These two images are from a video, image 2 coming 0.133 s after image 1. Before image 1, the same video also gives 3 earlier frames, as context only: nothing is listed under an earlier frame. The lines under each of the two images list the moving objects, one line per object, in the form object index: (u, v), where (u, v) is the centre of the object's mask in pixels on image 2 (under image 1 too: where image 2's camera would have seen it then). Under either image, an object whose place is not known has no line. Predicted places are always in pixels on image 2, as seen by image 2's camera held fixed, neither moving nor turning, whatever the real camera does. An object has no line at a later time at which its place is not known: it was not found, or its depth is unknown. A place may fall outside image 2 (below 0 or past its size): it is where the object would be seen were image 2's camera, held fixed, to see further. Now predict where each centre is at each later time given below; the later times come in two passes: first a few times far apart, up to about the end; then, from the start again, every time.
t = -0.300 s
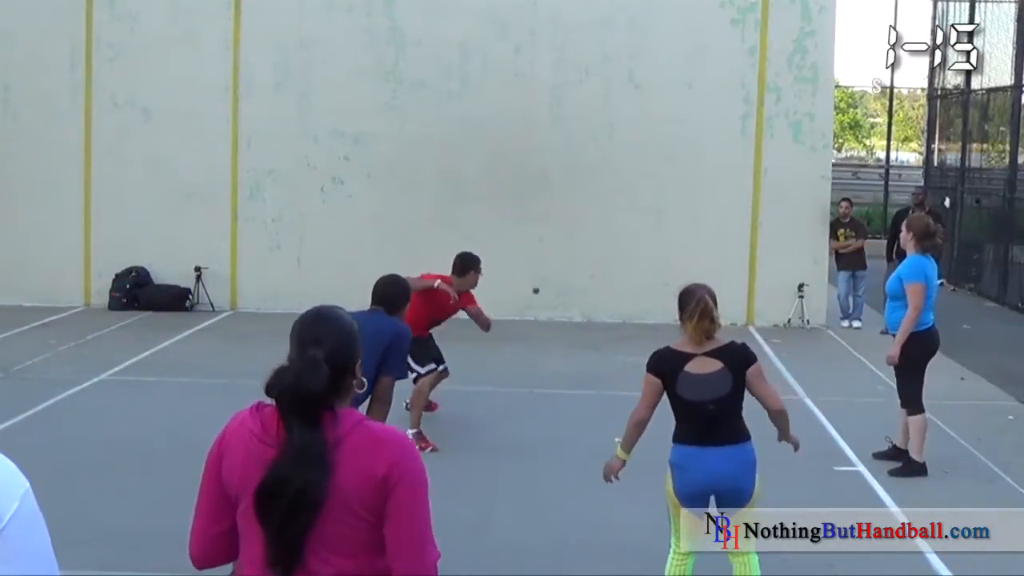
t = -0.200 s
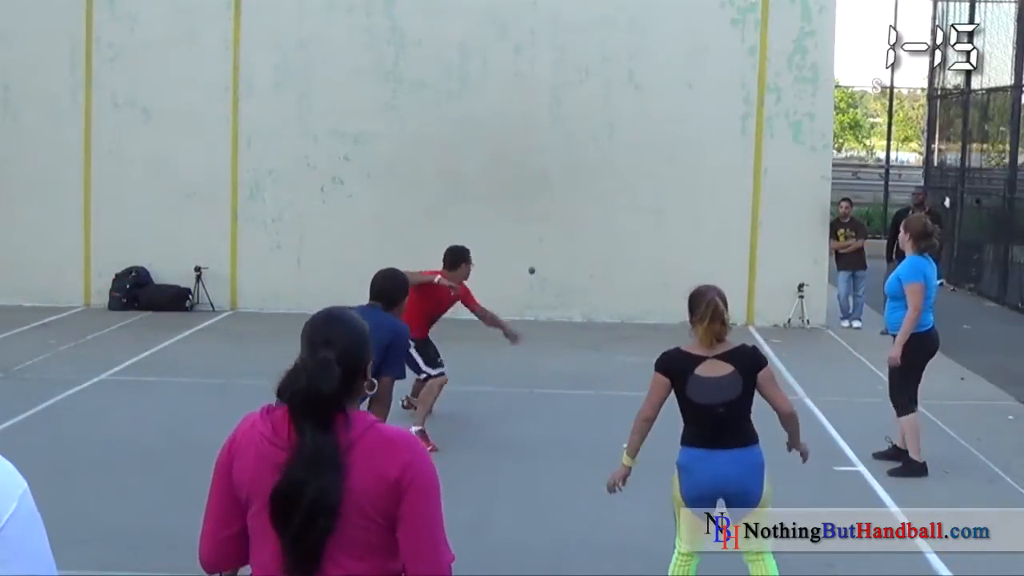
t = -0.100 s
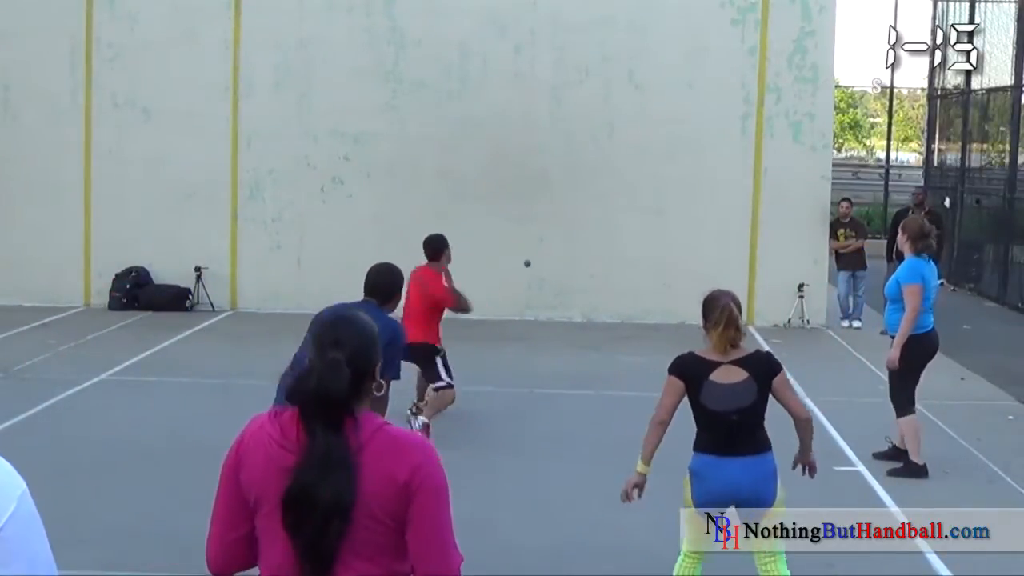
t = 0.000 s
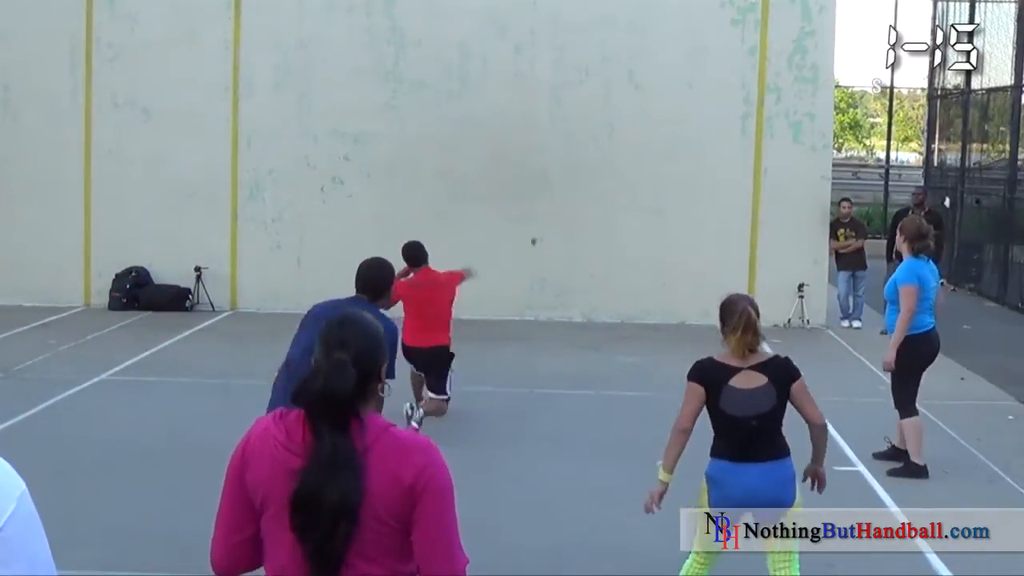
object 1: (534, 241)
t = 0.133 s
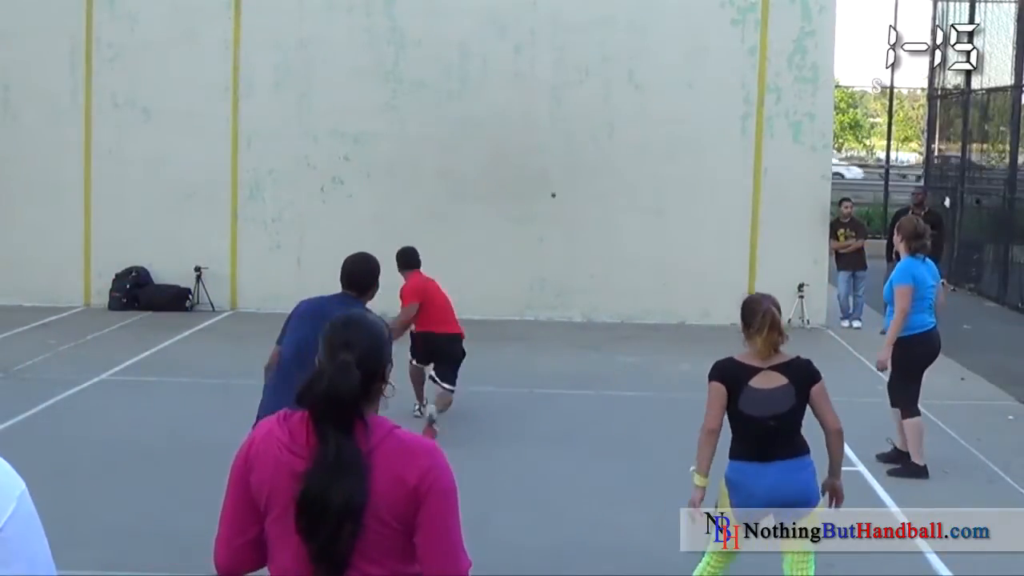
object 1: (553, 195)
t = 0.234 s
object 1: (557, 192)
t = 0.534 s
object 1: (550, 273)
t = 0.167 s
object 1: (556, 191)
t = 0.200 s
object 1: (557, 191)
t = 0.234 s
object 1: (557, 192)
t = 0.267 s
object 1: (556, 195)
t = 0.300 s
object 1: (556, 200)
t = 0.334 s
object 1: (556, 205)
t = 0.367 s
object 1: (555, 212)
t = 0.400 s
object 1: (554, 220)
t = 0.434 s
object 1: (554, 231)
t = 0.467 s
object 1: (552, 243)
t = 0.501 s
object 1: (551, 258)
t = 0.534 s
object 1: (550, 273)
